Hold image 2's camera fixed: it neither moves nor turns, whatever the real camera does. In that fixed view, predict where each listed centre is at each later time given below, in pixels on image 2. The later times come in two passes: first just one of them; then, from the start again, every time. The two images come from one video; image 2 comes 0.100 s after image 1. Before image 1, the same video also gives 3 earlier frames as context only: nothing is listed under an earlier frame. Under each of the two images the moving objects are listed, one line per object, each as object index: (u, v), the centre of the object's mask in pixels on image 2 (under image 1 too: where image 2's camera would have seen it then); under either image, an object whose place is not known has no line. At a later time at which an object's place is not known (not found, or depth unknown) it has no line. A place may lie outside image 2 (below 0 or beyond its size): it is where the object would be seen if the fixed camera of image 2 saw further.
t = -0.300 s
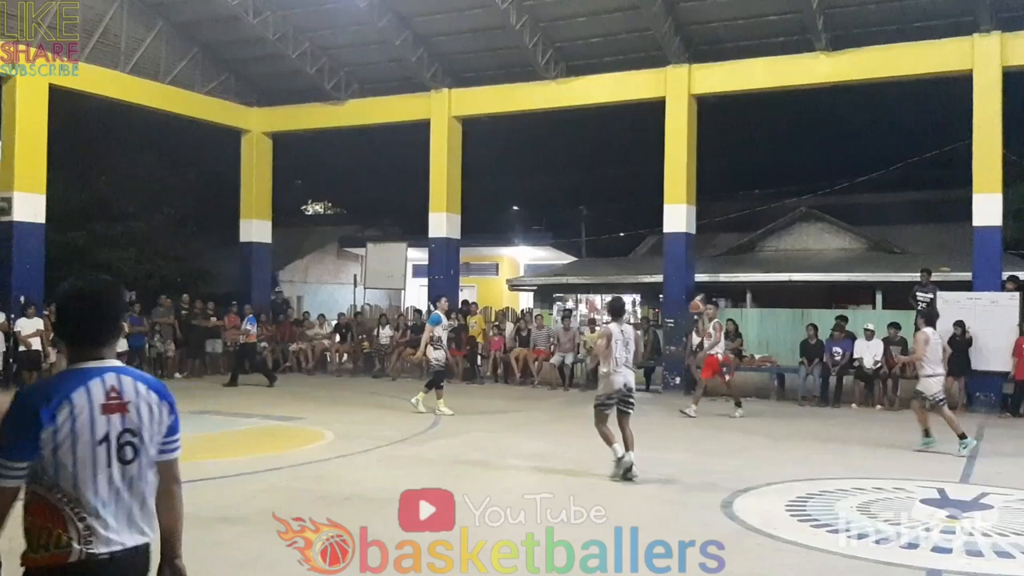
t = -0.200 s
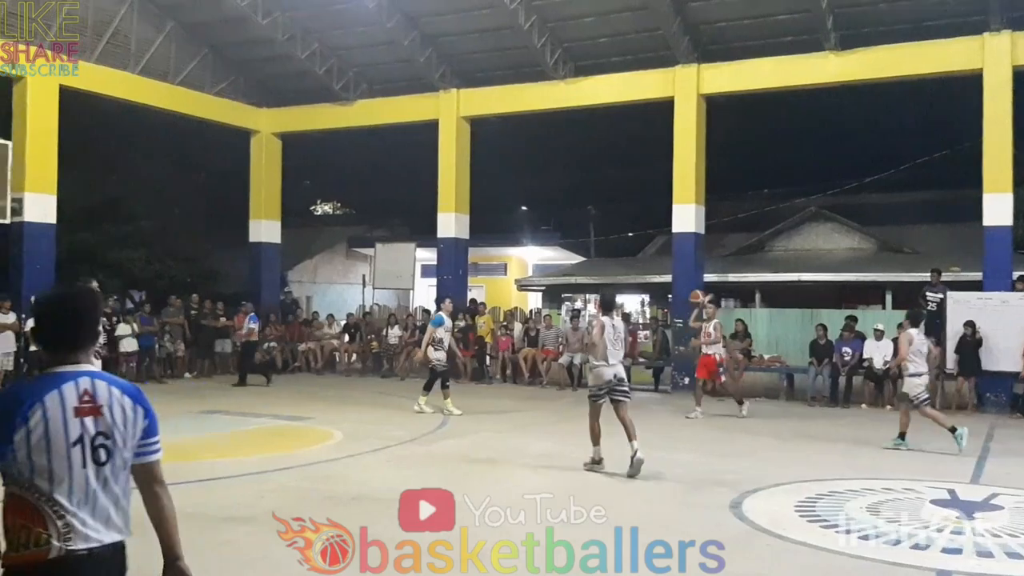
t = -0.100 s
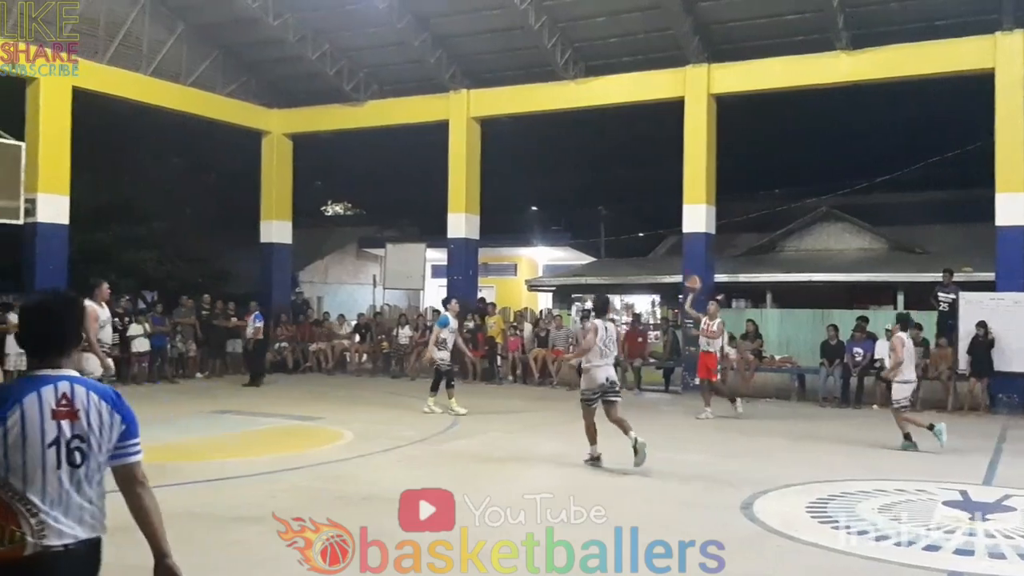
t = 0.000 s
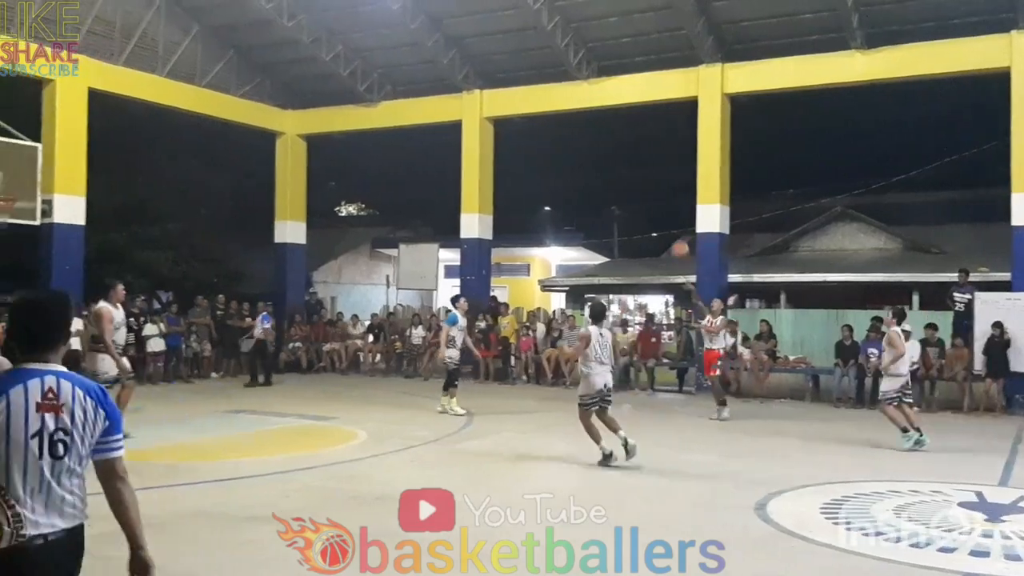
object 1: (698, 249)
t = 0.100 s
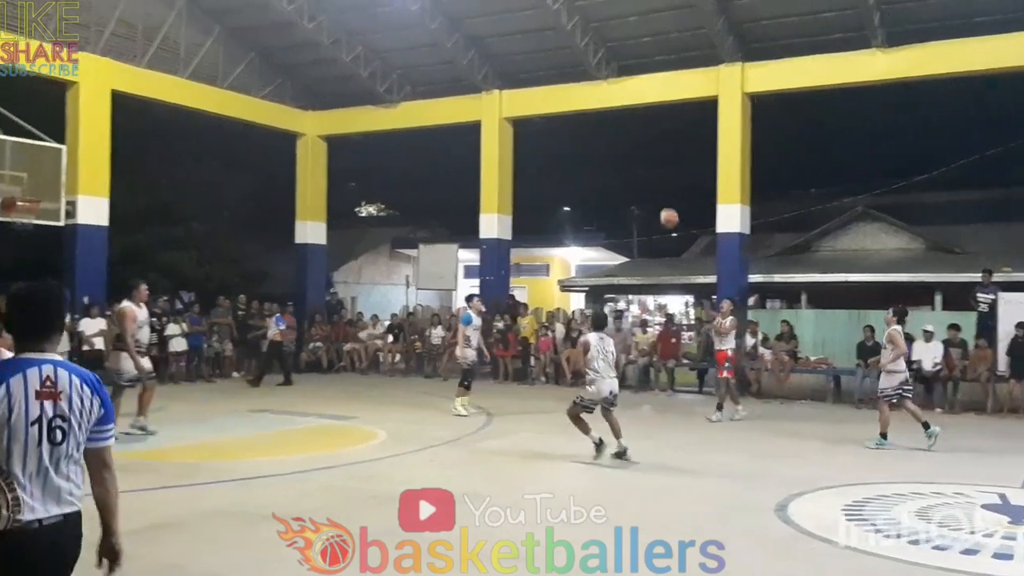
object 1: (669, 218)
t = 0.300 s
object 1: (602, 162)
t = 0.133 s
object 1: (659, 207)
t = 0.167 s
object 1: (648, 197)
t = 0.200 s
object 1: (636, 188)
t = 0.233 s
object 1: (624, 178)
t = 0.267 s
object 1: (614, 170)
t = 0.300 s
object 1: (602, 162)
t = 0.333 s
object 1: (590, 154)
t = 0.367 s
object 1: (577, 146)
